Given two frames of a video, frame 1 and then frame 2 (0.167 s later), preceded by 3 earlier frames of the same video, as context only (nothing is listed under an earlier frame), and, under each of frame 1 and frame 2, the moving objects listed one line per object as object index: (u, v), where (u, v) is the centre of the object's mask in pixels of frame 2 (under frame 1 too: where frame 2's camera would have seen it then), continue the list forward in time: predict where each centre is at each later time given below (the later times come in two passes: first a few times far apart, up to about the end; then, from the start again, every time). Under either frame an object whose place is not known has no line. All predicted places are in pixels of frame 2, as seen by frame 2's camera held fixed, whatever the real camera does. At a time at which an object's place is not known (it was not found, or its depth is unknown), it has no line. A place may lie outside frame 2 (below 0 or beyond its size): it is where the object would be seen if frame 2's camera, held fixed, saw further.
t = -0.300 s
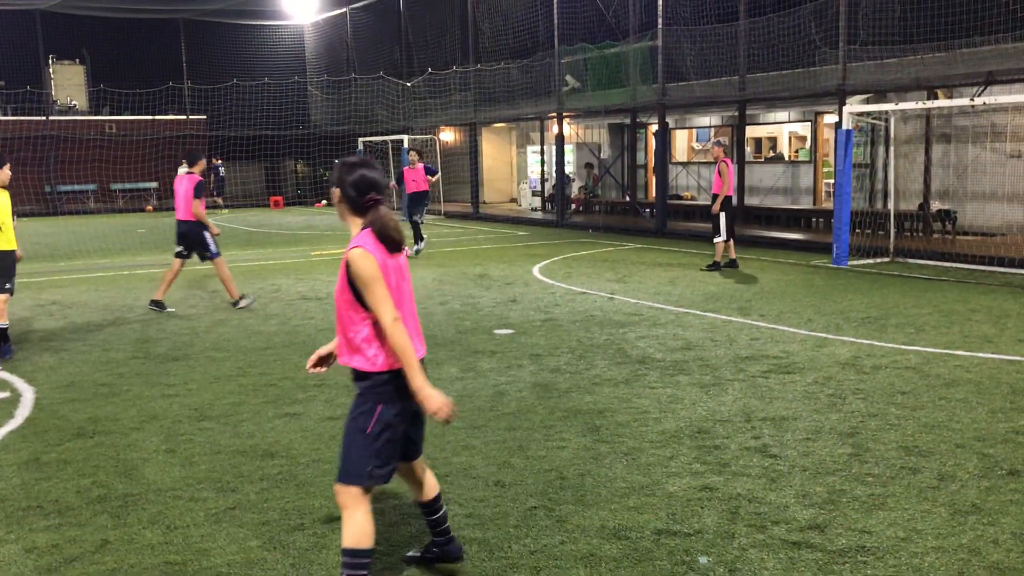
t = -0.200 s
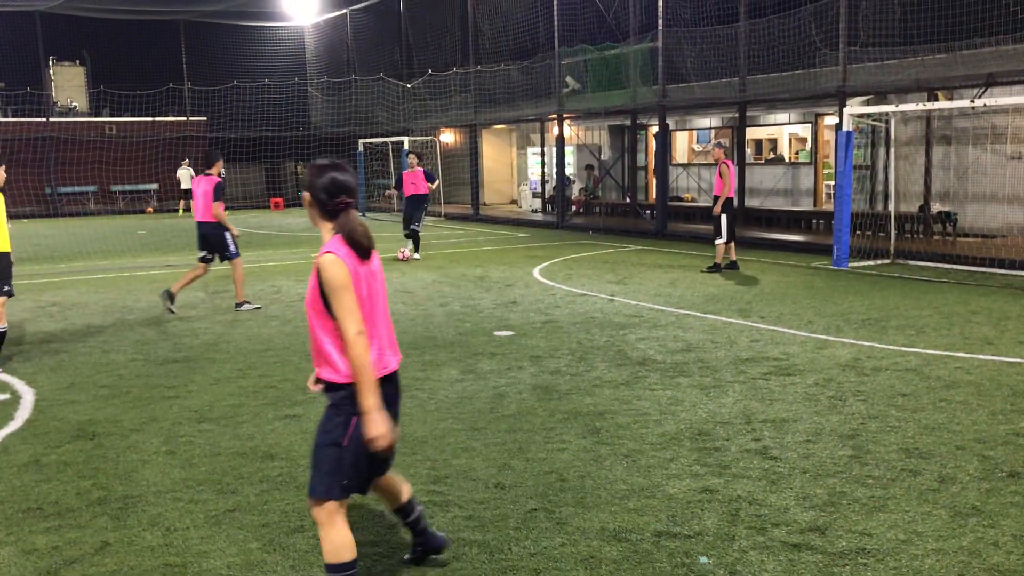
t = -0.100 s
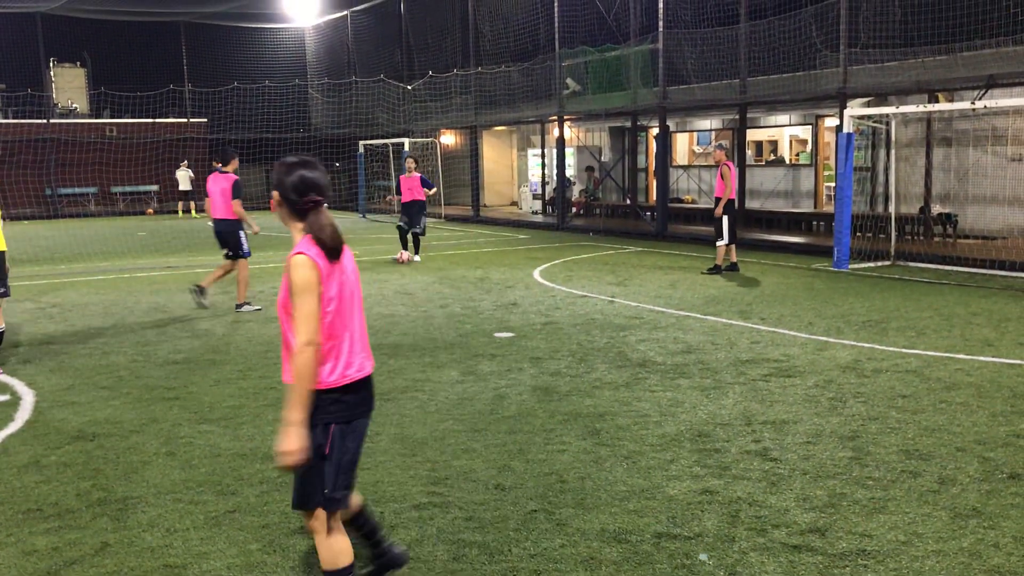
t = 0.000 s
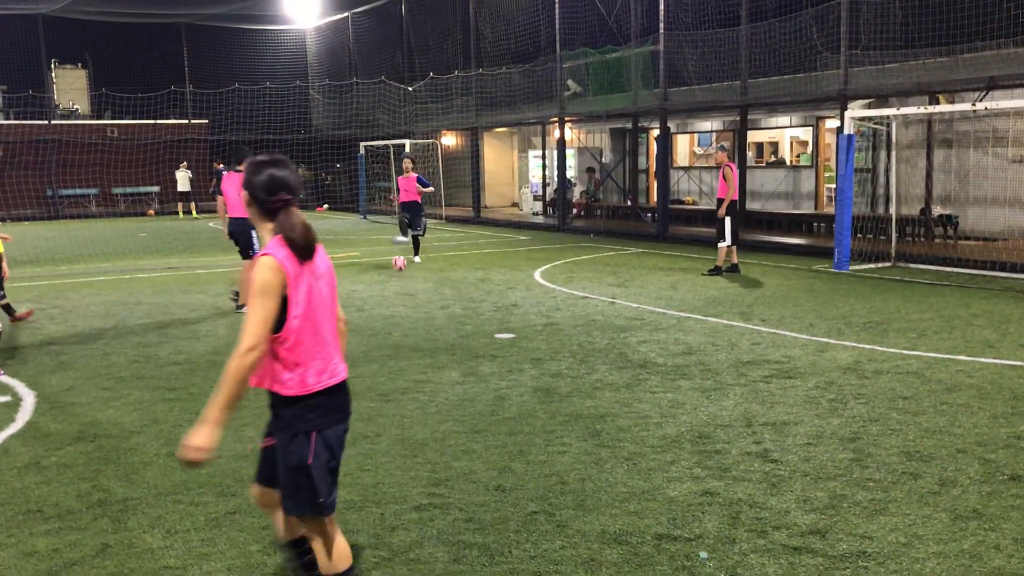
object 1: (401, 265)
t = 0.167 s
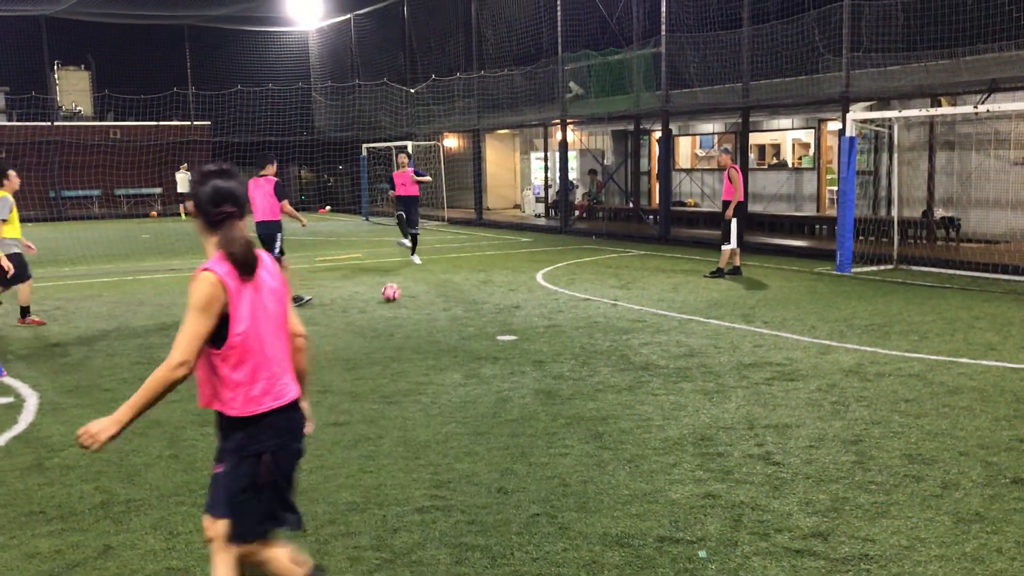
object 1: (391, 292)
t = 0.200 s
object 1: (388, 295)
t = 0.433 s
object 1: (372, 343)
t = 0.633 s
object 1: (349, 408)
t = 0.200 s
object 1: (388, 295)
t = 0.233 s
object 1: (386, 298)
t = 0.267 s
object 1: (385, 303)
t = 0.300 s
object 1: (382, 309)
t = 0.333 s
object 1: (379, 317)
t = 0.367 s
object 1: (377, 327)
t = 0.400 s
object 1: (375, 337)
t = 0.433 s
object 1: (372, 343)
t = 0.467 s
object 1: (369, 349)
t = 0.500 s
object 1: (365, 356)
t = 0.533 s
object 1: (362, 368)
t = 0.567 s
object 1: (358, 382)
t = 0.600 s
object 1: (353, 397)
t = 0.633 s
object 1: (349, 408)
